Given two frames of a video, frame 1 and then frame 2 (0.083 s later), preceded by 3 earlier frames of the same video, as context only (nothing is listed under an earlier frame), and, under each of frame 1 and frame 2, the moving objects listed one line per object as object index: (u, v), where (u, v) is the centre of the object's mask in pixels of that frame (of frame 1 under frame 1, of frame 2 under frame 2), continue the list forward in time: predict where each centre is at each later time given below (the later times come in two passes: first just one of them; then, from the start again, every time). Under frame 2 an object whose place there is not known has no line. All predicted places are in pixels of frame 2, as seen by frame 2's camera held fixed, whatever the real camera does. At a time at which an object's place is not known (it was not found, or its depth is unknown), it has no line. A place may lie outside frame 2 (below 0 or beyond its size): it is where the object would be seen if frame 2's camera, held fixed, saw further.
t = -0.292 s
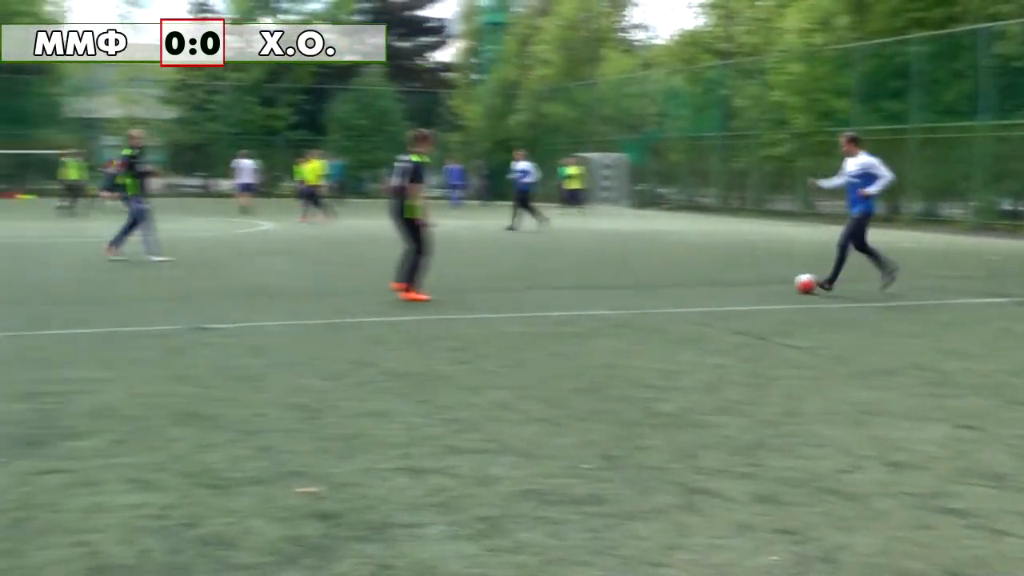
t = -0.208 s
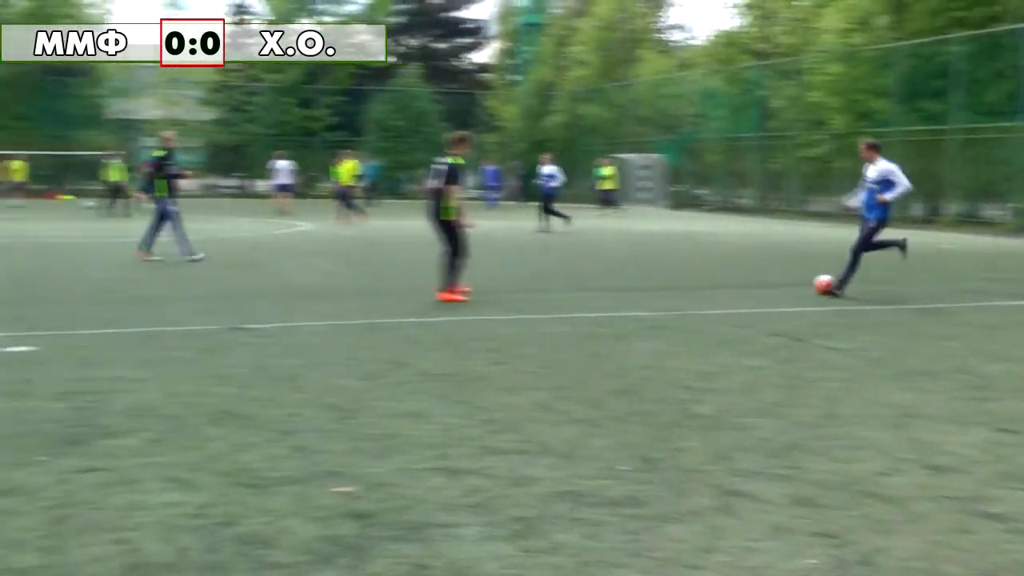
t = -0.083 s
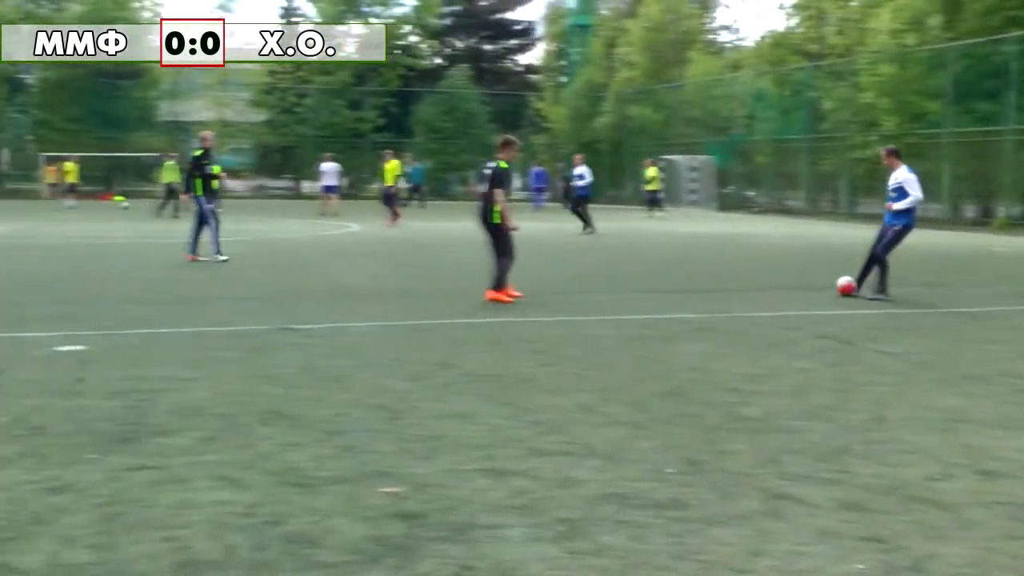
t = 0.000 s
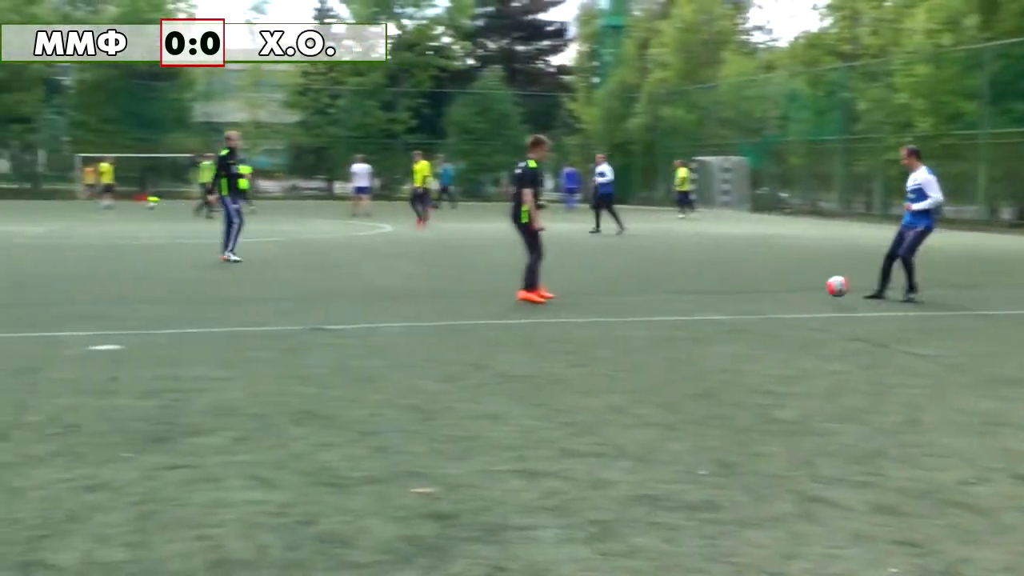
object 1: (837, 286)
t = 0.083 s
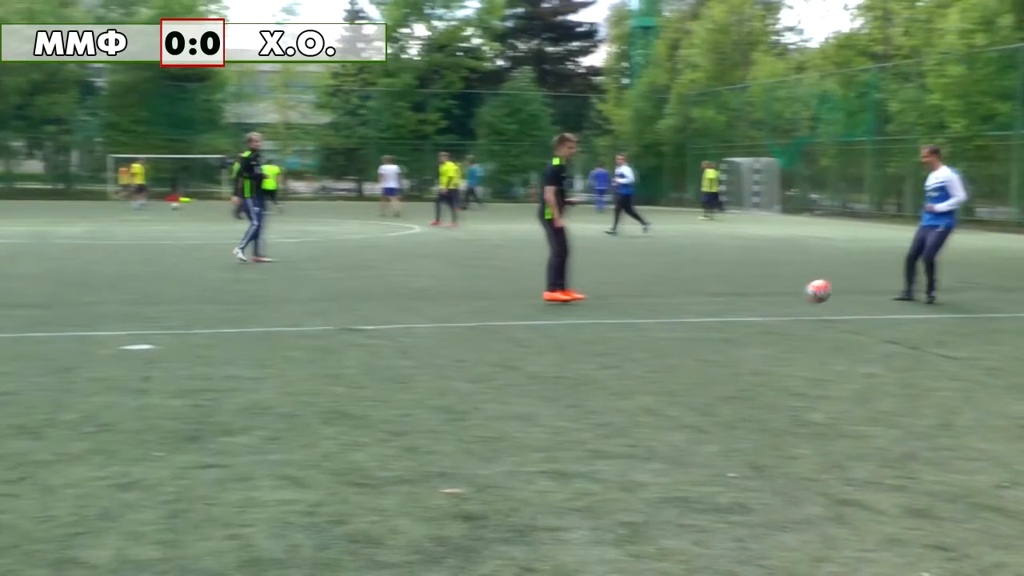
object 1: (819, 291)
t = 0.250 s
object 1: (702, 315)
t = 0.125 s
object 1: (793, 294)
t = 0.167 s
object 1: (767, 299)
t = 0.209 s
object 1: (735, 306)
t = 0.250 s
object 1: (702, 315)
